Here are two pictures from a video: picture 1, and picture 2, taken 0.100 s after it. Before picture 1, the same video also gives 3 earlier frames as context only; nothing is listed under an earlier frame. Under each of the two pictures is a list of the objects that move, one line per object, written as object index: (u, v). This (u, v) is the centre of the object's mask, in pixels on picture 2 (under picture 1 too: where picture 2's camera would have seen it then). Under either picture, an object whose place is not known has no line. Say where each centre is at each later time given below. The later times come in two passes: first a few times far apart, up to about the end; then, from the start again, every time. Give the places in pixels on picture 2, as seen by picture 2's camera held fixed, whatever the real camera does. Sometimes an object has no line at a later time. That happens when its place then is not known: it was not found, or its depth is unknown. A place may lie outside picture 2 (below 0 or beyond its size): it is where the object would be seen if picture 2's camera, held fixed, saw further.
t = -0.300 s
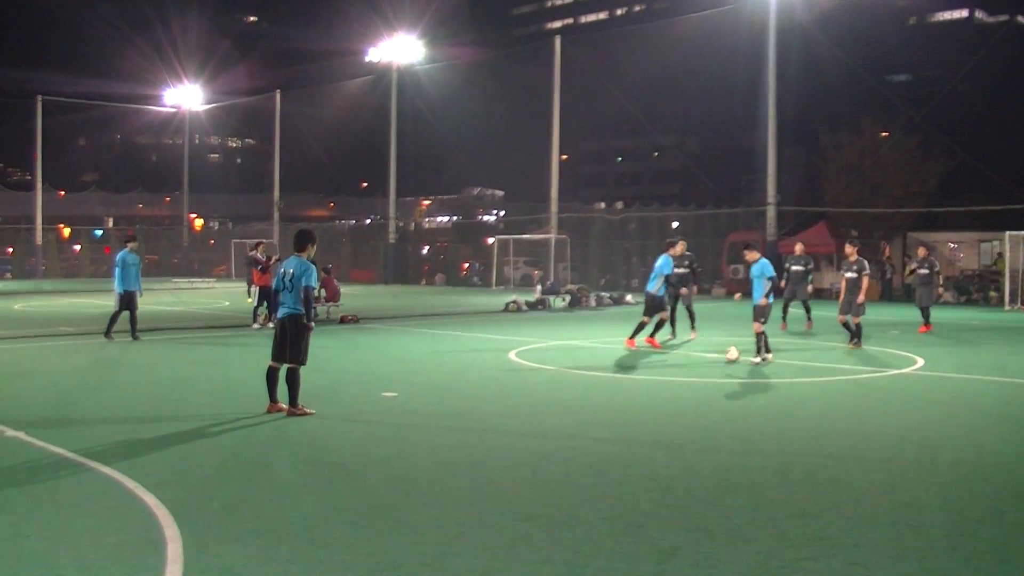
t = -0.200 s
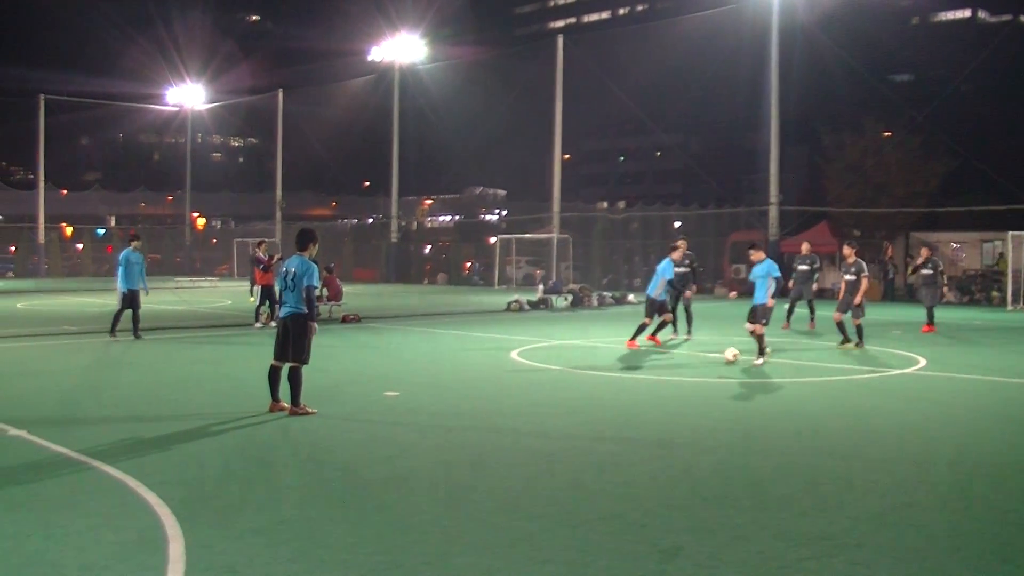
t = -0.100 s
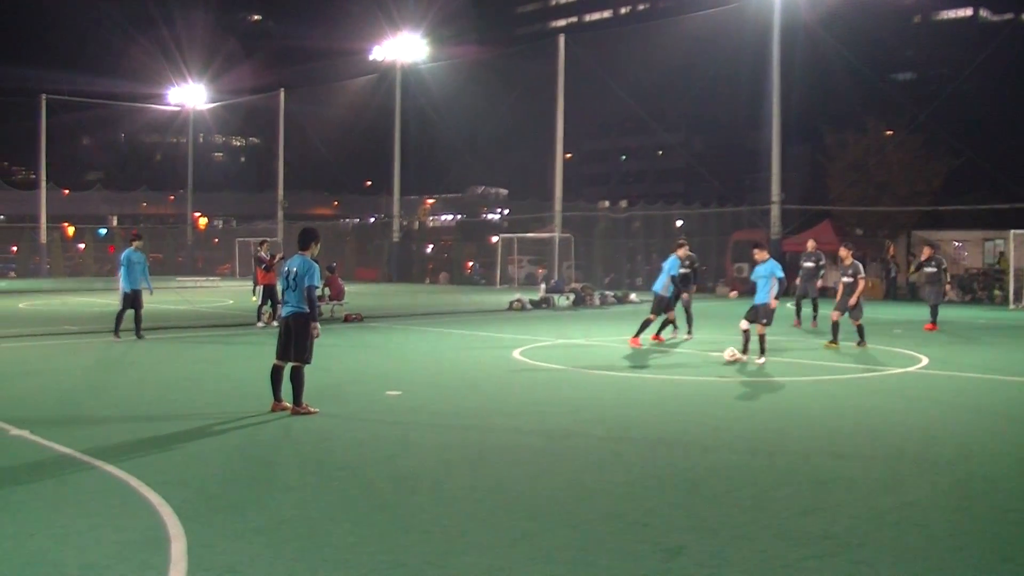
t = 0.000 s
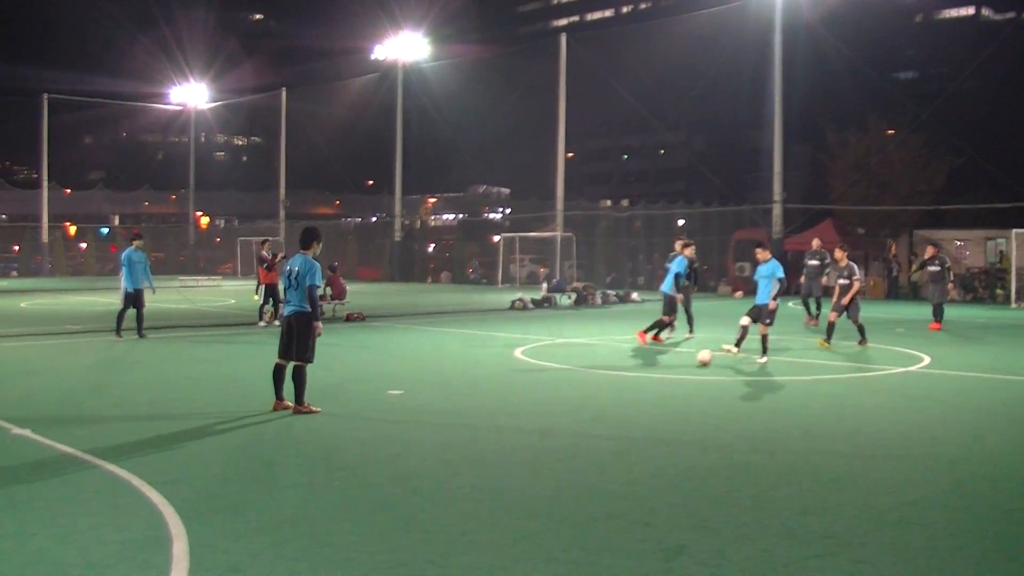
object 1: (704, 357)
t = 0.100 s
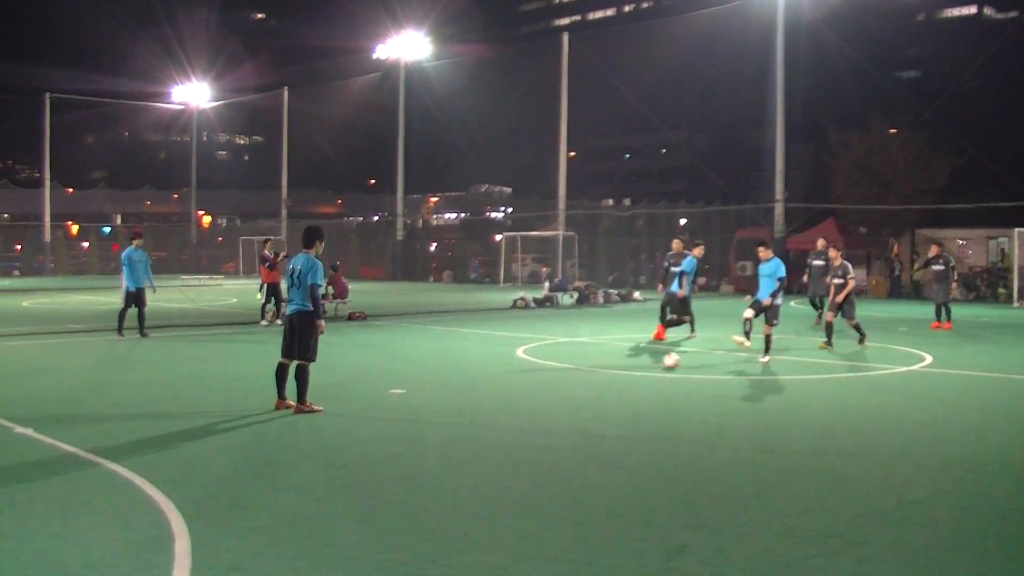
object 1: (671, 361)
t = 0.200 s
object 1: (635, 363)
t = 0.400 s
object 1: (560, 371)
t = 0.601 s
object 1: (483, 379)
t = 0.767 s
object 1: (420, 386)
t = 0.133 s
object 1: (659, 361)
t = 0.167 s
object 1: (647, 362)
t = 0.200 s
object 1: (635, 363)
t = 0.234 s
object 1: (622, 365)
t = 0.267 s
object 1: (610, 366)
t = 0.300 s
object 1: (598, 367)
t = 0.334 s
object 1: (586, 368)
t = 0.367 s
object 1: (573, 369)
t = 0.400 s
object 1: (560, 371)
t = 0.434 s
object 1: (548, 372)
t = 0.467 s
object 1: (535, 374)
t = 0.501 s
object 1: (522, 375)
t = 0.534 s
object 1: (510, 377)
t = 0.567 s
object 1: (496, 378)
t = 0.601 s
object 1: (483, 379)
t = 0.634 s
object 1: (471, 381)
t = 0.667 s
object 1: (458, 382)
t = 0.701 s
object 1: (445, 384)
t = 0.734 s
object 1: (433, 384)
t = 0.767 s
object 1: (420, 386)
